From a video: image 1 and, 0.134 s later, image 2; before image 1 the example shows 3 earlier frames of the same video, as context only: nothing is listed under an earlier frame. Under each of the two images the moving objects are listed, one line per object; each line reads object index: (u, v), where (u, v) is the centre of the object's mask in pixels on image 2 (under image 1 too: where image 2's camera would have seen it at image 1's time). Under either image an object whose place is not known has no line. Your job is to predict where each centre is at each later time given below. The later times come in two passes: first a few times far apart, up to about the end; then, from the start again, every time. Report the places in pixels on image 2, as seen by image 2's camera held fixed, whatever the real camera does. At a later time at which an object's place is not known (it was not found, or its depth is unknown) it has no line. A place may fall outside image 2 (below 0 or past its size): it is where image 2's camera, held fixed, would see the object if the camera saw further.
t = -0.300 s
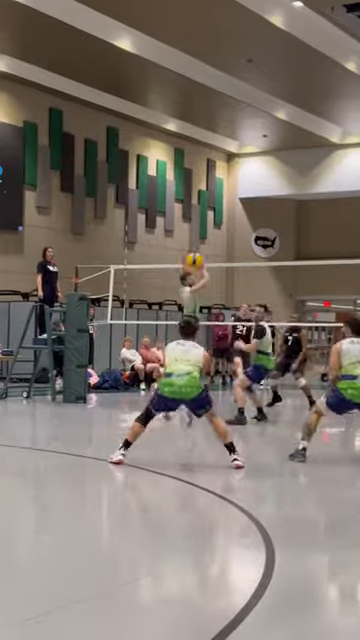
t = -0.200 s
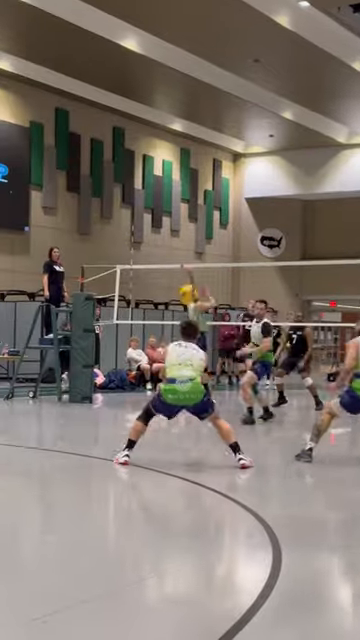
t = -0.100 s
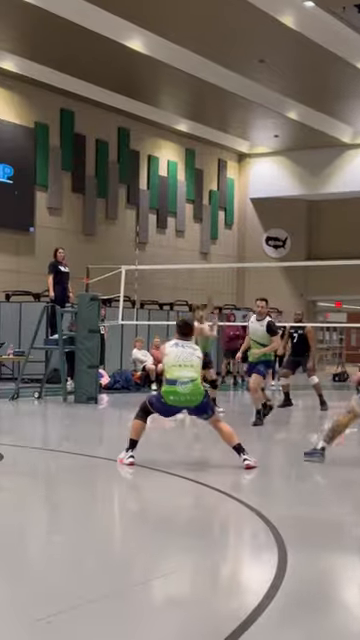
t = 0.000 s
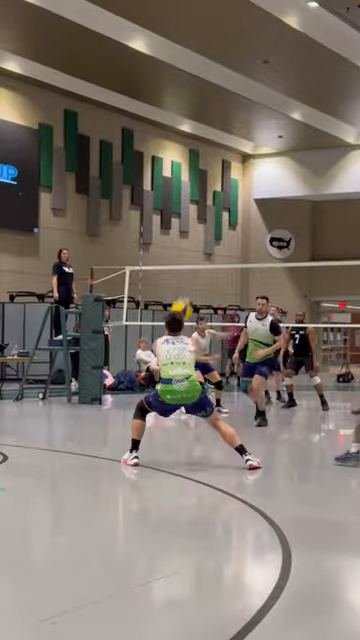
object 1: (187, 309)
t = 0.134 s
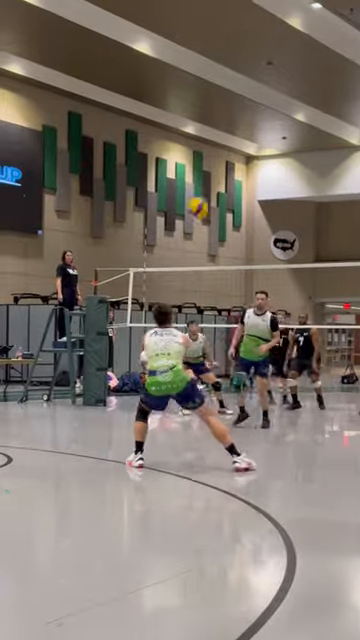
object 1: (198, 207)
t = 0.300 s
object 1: (211, 111)
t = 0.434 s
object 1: (219, 61)
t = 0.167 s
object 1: (201, 185)
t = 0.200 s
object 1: (202, 165)
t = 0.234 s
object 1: (206, 145)
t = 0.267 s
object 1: (208, 127)
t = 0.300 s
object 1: (211, 111)
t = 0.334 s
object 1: (213, 95)
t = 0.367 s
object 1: (215, 81)
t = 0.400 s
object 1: (218, 66)
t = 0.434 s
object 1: (219, 61)
